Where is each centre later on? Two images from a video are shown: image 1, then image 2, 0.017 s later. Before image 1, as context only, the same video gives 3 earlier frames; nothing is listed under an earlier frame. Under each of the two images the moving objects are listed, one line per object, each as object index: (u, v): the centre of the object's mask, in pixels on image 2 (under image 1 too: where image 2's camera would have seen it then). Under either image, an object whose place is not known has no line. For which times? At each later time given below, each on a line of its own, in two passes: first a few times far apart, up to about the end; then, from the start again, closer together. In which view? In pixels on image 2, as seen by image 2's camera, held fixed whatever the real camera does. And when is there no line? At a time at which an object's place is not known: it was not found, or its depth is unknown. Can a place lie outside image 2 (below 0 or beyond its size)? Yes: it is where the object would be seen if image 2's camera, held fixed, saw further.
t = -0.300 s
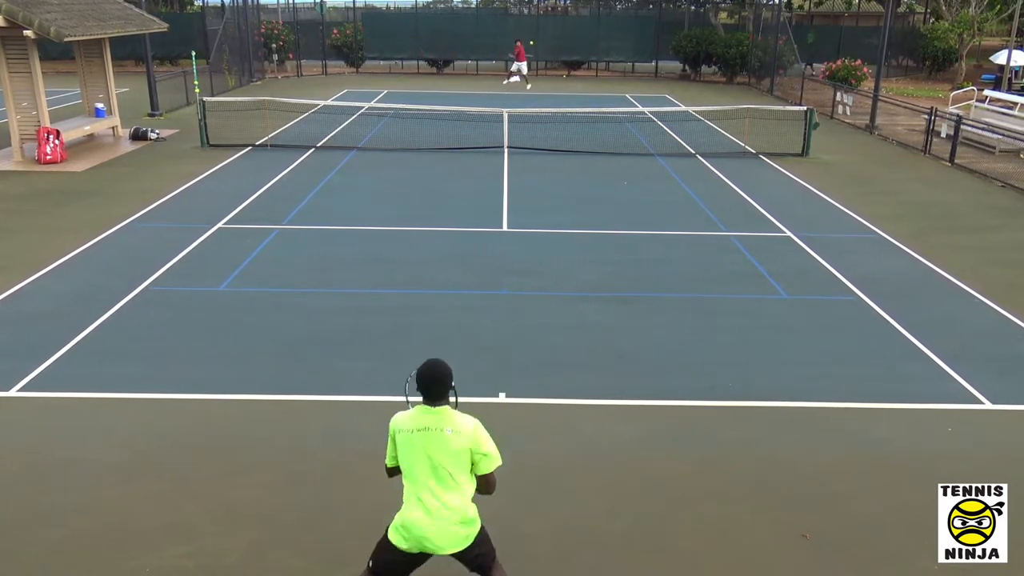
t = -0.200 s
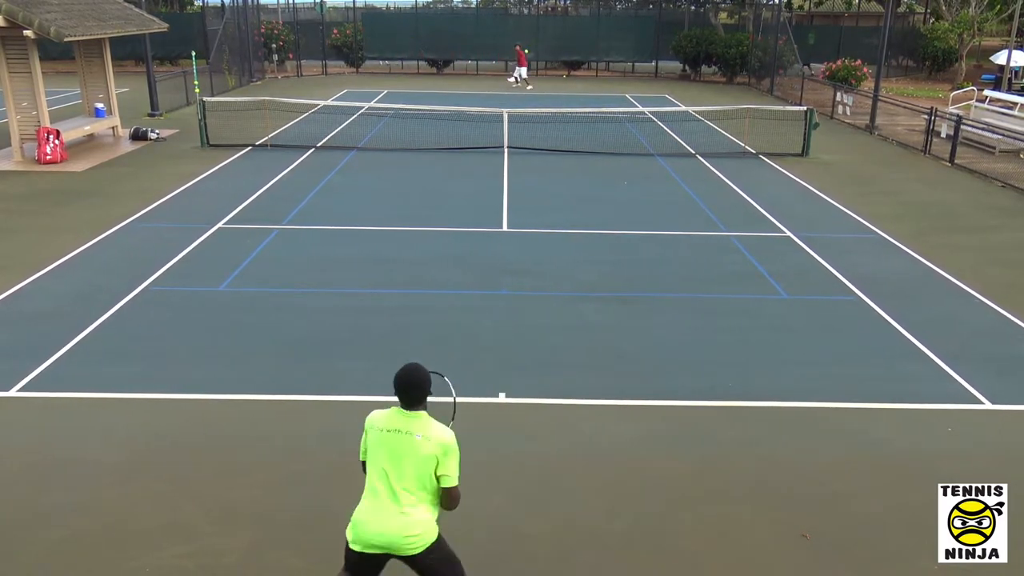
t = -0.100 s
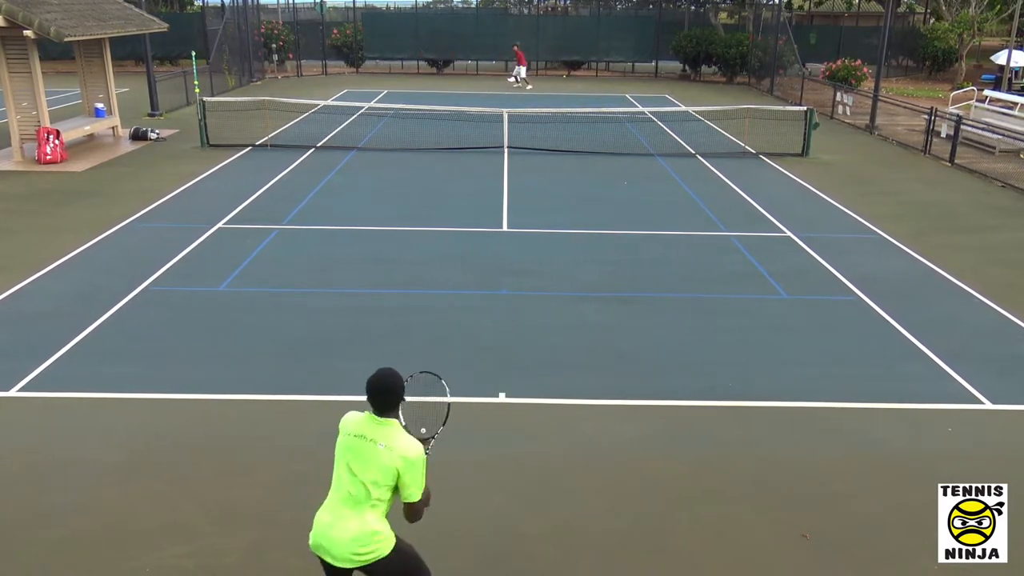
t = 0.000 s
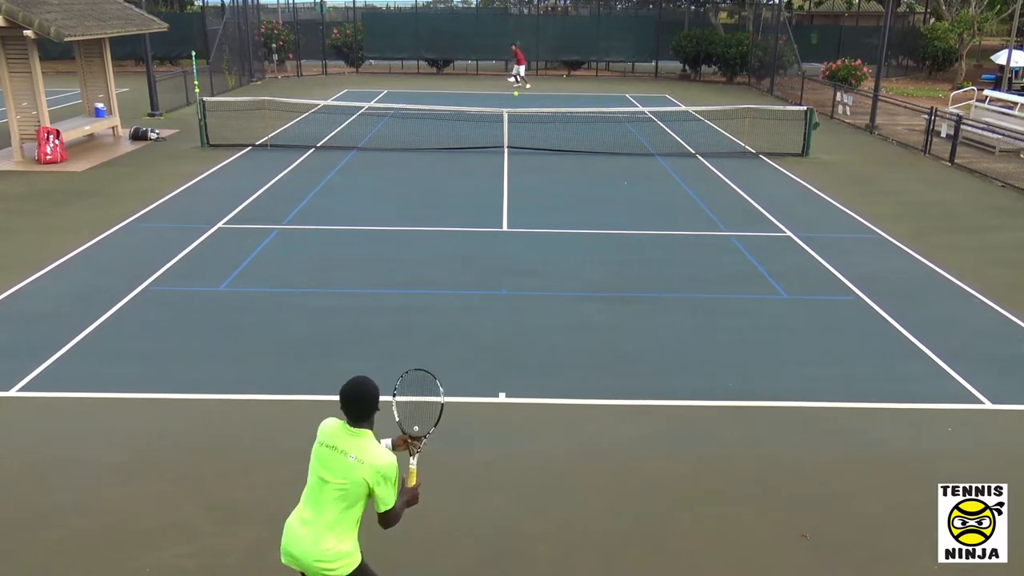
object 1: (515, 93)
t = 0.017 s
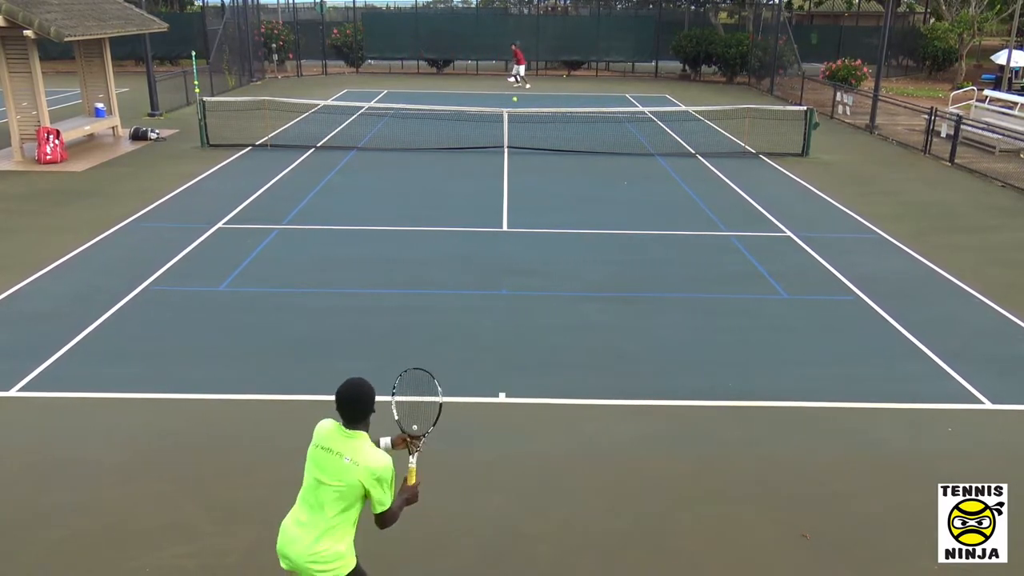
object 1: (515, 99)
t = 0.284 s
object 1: (501, 229)
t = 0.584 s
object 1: (476, 209)
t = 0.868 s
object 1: (429, 325)
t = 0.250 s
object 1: (502, 224)
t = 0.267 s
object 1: (502, 233)
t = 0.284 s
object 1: (501, 229)
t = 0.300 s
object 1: (500, 226)
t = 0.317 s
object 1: (499, 224)
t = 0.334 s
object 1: (498, 221)
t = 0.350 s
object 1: (496, 219)
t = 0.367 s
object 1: (495, 216)
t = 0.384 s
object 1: (494, 214)
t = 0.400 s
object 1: (493, 212)
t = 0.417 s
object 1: (491, 210)
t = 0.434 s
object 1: (490, 209)
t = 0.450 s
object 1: (488, 208)
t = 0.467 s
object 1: (487, 207)
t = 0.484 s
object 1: (486, 206)
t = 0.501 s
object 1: (484, 206)
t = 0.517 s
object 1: (482, 206)
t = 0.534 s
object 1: (481, 206)
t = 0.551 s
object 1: (479, 207)
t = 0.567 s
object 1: (477, 208)
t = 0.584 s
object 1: (476, 209)
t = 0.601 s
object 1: (474, 211)
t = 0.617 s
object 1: (472, 213)
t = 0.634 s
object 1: (469, 216)
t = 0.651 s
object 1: (468, 220)
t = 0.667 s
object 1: (466, 223)
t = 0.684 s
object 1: (463, 226)
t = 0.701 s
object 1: (461, 232)
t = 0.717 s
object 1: (458, 237)
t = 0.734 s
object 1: (455, 243)
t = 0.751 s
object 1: (452, 250)
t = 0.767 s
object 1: (449, 258)
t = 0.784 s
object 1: (447, 266)
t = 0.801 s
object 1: (443, 276)
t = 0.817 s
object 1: (440, 286)
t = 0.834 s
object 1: (436, 298)
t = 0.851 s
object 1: (433, 311)
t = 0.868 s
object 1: (429, 325)
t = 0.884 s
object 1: (425, 340)
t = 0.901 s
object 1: (420, 357)
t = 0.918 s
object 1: (416, 376)
